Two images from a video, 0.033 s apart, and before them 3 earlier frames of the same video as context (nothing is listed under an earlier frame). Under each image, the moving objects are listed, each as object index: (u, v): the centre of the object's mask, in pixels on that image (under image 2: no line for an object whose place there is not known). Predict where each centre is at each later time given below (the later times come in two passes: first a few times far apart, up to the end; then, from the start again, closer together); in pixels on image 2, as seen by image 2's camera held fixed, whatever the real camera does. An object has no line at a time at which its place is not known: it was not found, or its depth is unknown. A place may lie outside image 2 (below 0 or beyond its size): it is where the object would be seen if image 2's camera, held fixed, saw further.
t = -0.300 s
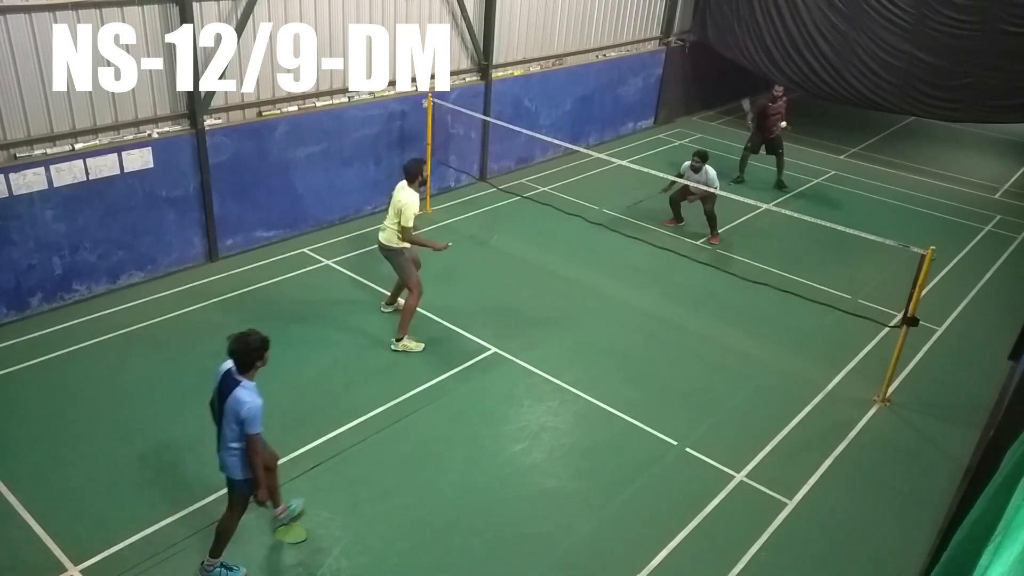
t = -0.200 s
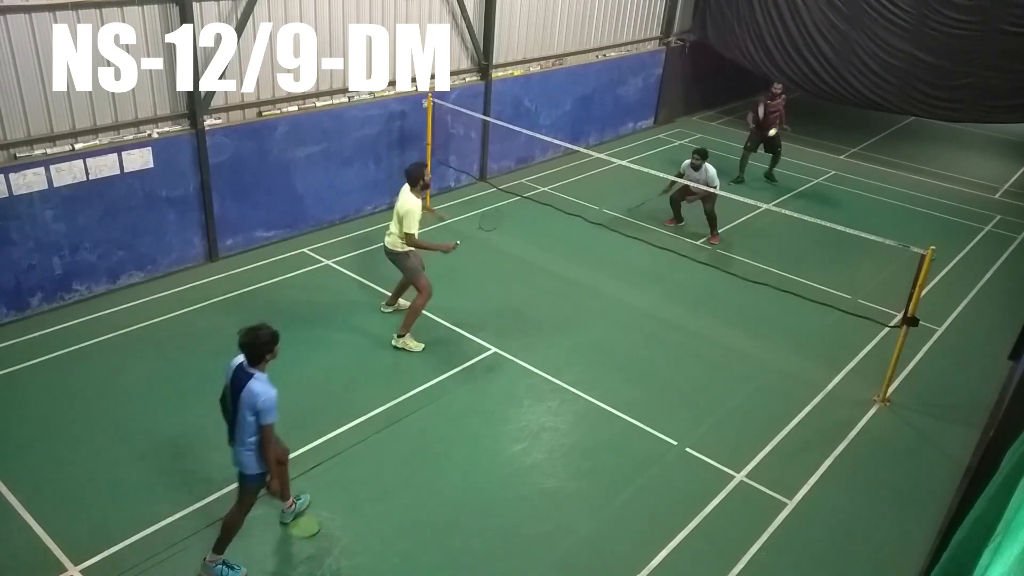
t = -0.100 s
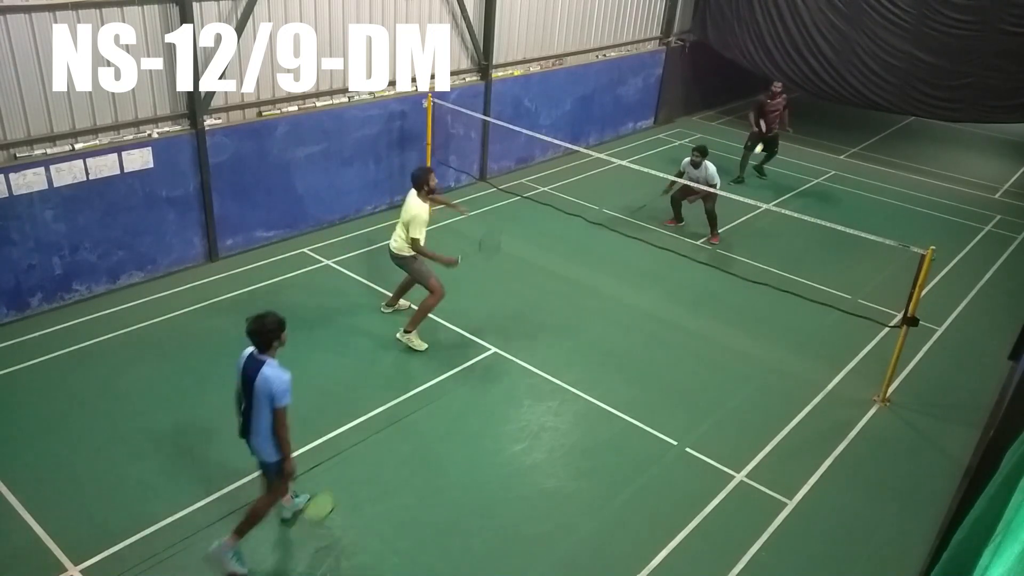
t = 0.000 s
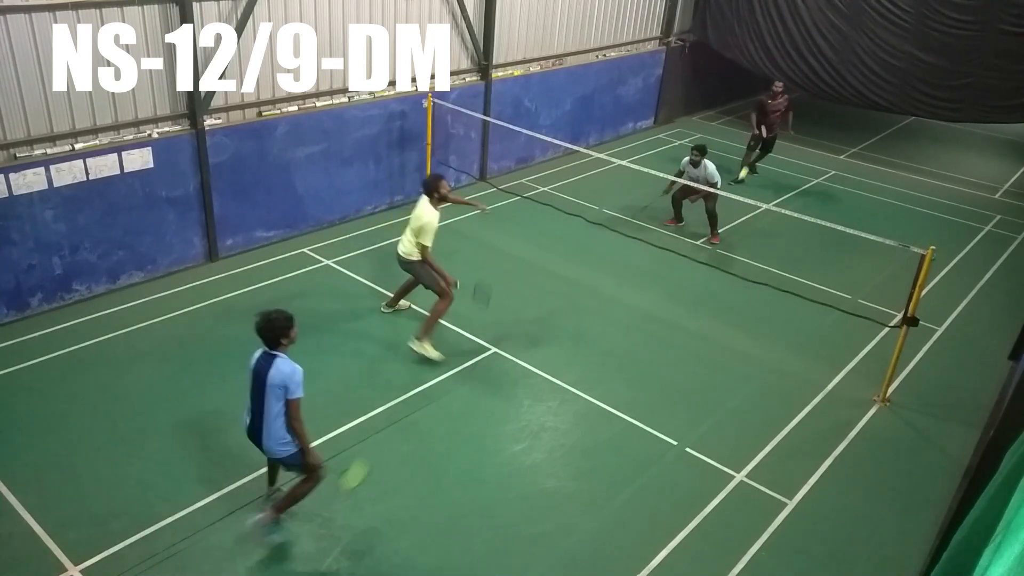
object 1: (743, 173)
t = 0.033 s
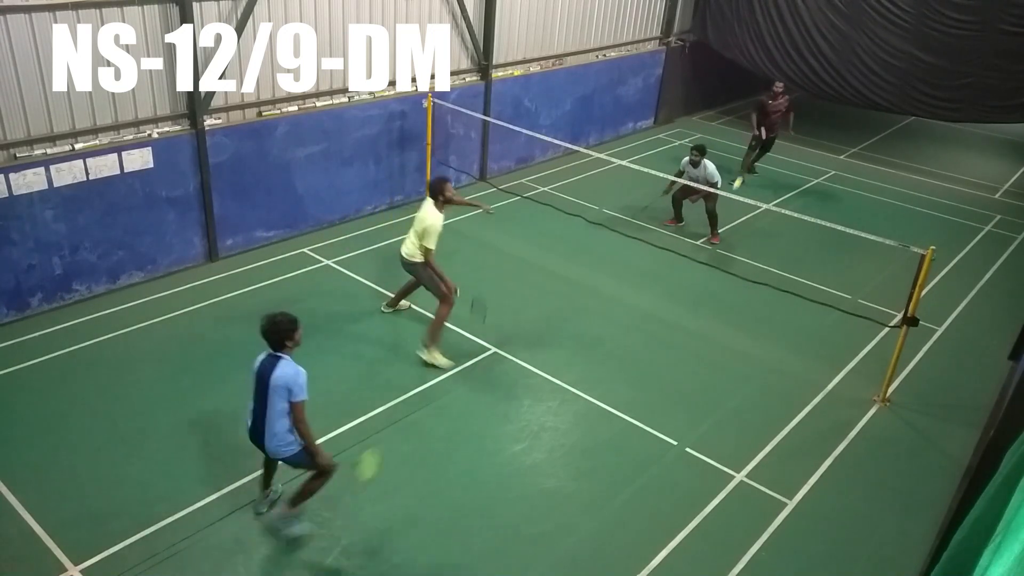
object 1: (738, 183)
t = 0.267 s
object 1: (694, 276)
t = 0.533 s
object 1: (642, 416)
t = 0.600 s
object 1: (645, 411)
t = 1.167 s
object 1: (640, 411)
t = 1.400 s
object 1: (641, 412)
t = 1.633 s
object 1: (639, 413)
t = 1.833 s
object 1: (639, 413)
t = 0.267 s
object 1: (694, 276)
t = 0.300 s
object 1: (687, 292)
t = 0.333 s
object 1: (681, 309)
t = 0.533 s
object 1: (642, 416)
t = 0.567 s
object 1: (643, 412)
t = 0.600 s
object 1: (645, 411)
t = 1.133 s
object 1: (642, 409)
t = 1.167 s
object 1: (640, 411)
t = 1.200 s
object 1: (641, 410)
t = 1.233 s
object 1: (642, 410)
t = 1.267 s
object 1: (642, 410)
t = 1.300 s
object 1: (642, 410)
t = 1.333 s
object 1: (642, 411)
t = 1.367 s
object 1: (642, 411)
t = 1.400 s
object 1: (641, 412)
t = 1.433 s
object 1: (640, 413)
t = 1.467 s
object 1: (639, 413)
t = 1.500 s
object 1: (639, 413)
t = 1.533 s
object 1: (639, 413)
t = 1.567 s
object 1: (639, 413)
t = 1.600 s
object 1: (639, 413)
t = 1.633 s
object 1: (639, 413)
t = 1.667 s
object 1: (639, 413)
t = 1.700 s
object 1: (639, 413)
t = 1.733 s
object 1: (639, 413)
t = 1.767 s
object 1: (639, 413)
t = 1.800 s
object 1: (639, 413)
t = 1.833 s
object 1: (639, 413)
